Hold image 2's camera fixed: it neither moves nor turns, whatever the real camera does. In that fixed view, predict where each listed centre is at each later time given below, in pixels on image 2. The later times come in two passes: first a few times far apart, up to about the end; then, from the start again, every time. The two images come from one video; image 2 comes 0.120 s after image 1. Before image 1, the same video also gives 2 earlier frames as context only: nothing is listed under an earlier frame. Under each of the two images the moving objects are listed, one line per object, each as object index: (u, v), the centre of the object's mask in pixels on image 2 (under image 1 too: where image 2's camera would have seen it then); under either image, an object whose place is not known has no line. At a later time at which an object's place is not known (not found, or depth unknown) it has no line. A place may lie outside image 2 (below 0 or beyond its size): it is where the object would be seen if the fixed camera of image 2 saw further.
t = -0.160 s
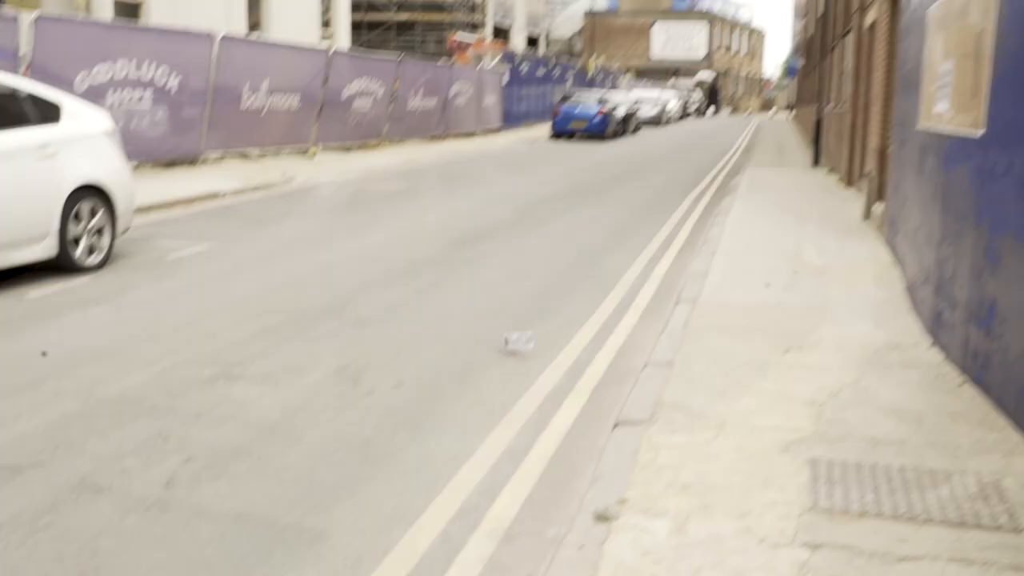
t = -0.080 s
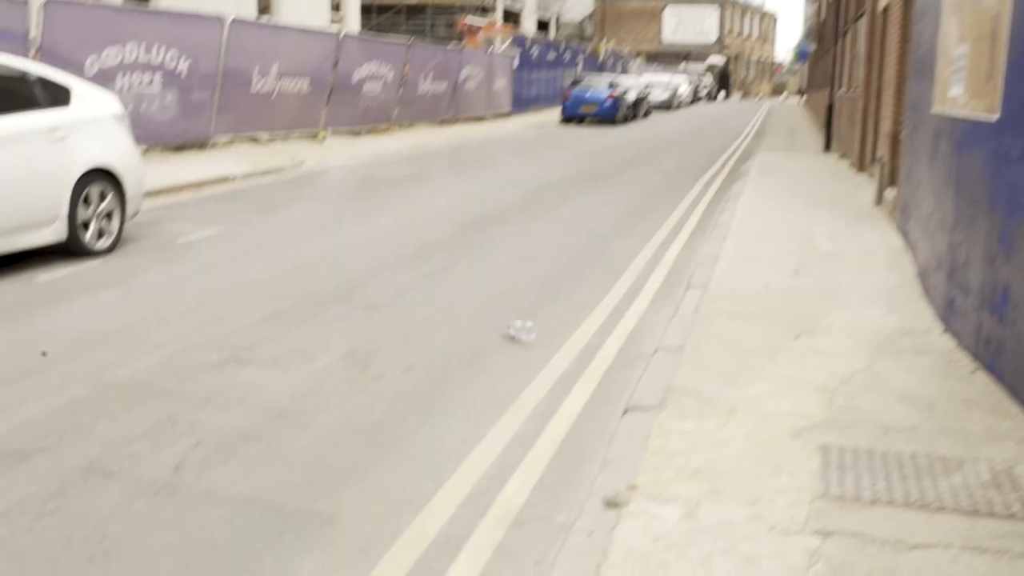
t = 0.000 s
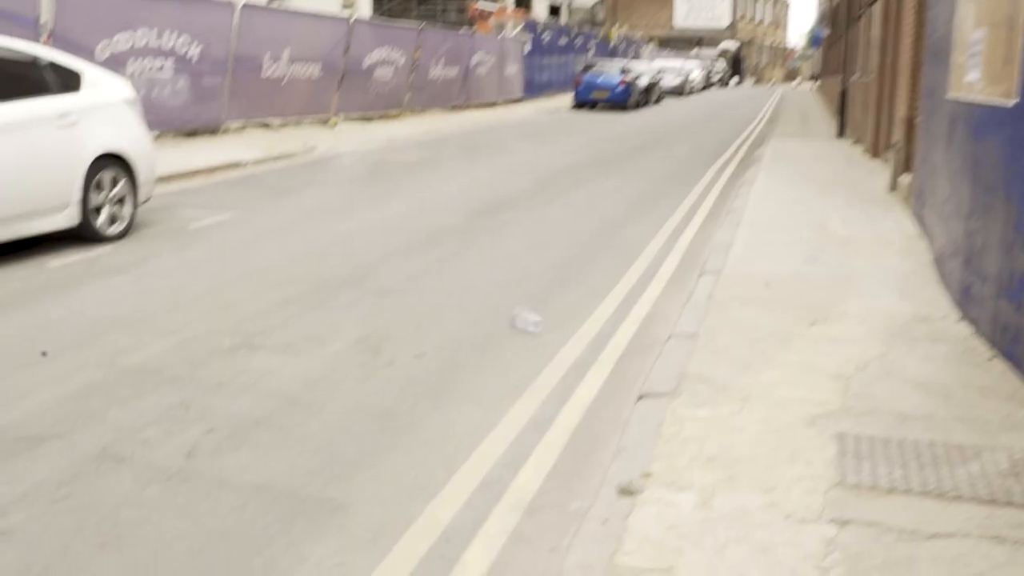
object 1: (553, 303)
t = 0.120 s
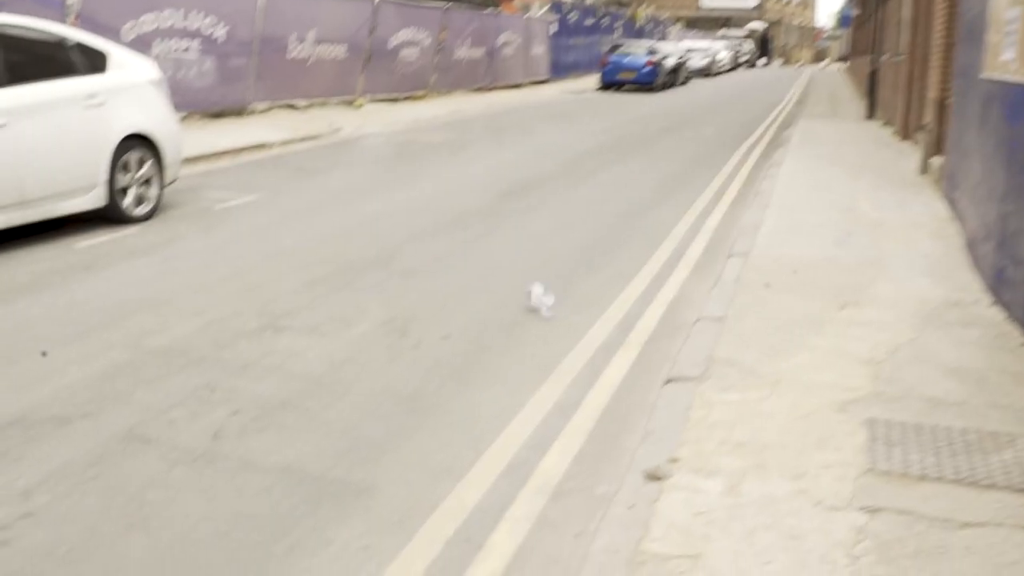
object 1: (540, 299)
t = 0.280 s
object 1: (525, 299)
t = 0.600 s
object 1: (486, 305)
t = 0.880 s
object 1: (445, 310)
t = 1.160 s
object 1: (402, 303)
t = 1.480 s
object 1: (343, 315)
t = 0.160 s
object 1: (536, 299)
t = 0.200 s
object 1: (533, 298)
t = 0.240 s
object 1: (530, 298)
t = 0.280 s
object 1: (525, 299)
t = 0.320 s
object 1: (520, 300)
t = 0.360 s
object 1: (516, 302)
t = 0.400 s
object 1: (512, 302)
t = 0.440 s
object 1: (506, 301)
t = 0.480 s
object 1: (503, 301)
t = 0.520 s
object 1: (499, 303)
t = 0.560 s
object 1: (491, 305)
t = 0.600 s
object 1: (486, 305)
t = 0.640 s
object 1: (480, 304)
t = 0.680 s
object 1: (474, 305)
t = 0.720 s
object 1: (471, 304)
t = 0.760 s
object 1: (464, 303)
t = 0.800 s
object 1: (457, 306)
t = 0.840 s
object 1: (452, 307)
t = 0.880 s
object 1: (445, 310)
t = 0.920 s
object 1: (439, 313)
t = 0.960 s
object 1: (433, 316)
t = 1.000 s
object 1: (427, 313)
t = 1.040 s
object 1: (421, 309)
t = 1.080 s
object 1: (414, 306)
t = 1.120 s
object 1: (407, 304)
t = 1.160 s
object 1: (402, 303)
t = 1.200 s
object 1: (395, 302)
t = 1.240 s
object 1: (387, 302)
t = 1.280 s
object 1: (380, 303)
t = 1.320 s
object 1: (372, 304)
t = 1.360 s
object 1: (365, 305)
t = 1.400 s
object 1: (357, 308)
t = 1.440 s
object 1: (351, 310)
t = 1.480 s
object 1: (343, 315)
